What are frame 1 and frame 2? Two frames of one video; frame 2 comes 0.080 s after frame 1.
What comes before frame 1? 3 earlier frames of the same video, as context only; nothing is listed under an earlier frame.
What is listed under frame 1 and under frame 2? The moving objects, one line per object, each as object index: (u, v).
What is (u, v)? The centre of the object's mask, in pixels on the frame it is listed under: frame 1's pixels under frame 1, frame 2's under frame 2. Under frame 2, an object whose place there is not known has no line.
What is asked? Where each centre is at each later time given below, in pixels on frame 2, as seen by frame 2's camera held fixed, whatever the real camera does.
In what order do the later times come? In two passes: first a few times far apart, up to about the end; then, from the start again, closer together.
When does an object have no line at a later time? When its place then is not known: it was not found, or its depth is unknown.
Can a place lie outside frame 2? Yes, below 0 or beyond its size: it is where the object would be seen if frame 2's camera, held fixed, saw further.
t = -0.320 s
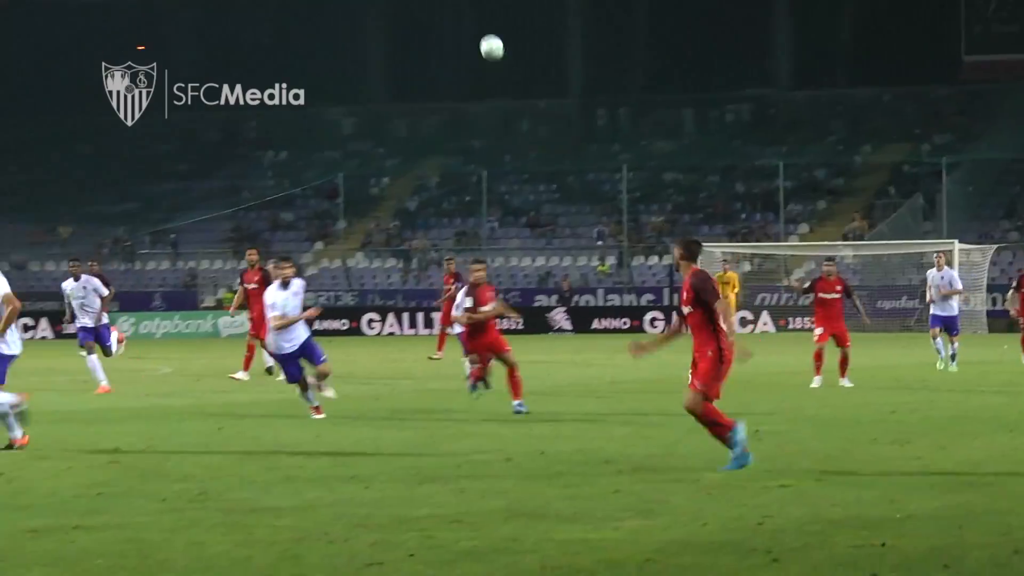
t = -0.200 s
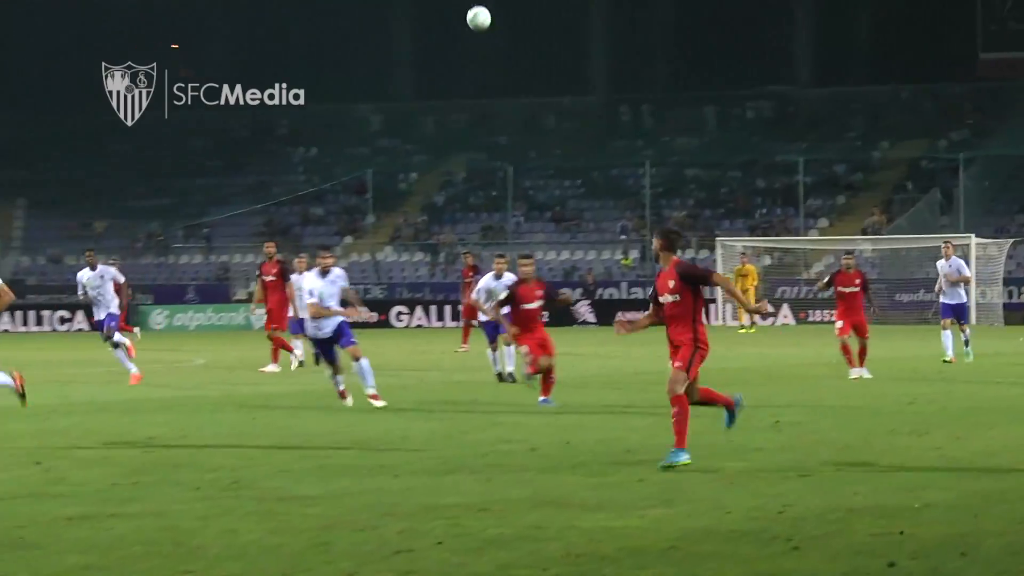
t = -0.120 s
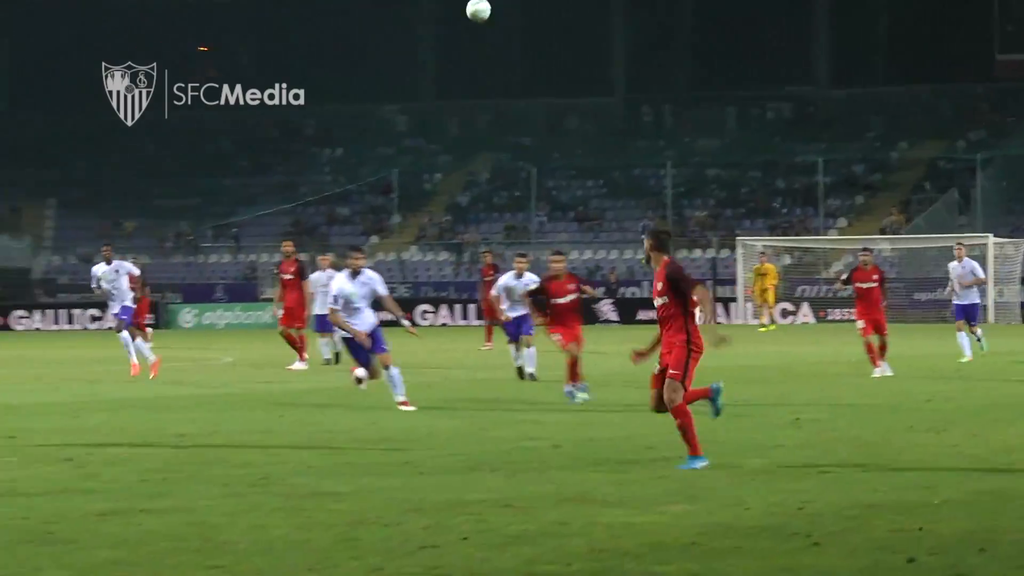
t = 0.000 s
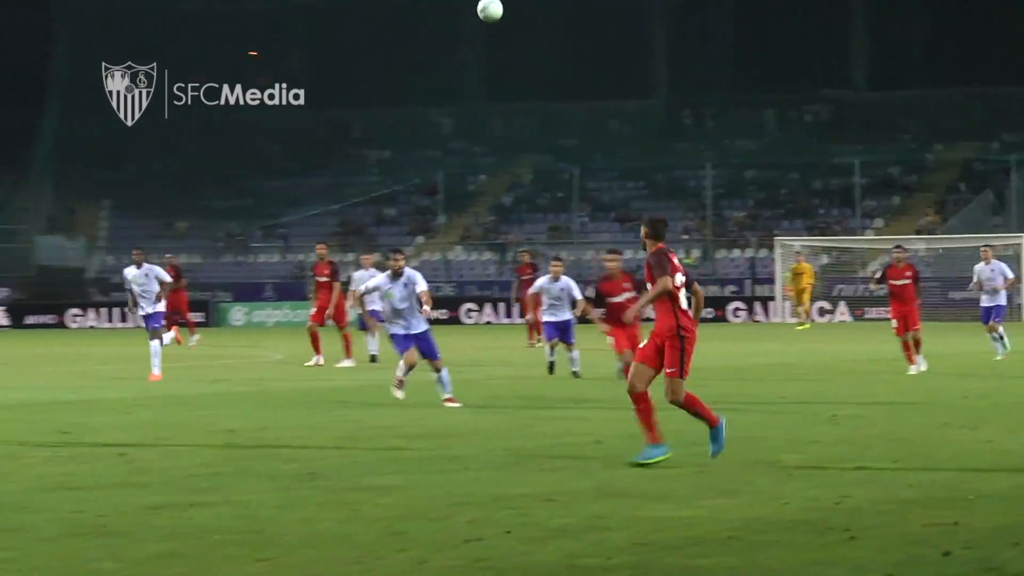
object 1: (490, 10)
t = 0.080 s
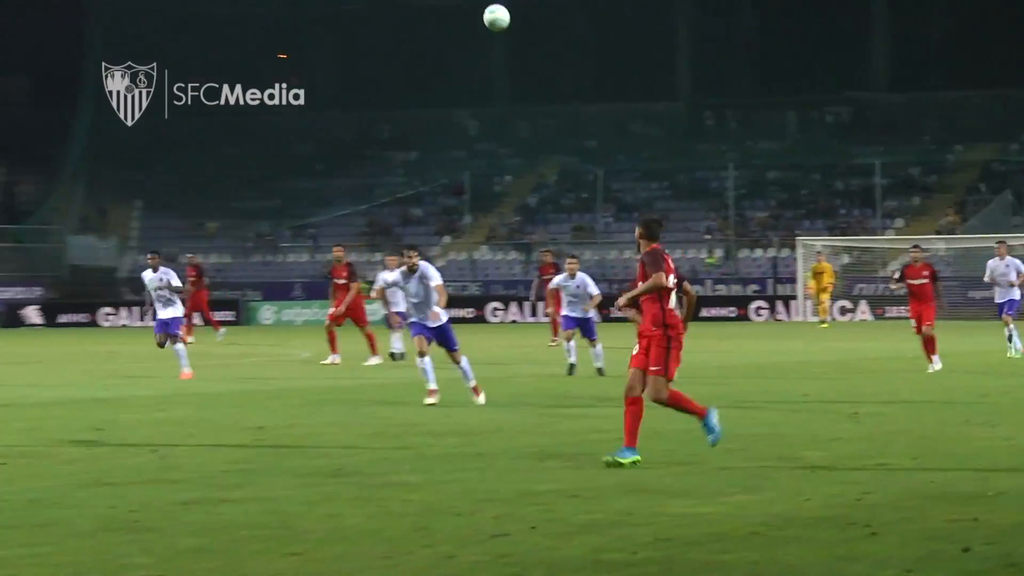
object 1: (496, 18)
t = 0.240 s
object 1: (464, 57)
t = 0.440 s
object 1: (433, 155)
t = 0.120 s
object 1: (487, 24)
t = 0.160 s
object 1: (479, 33)
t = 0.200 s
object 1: (471, 43)
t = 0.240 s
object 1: (464, 57)
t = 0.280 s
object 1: (457, 71)
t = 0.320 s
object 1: (451, 88)
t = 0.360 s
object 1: (444, 108)
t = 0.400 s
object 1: (438, 130)
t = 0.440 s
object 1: (433, 155)
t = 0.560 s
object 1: (419, 242)
